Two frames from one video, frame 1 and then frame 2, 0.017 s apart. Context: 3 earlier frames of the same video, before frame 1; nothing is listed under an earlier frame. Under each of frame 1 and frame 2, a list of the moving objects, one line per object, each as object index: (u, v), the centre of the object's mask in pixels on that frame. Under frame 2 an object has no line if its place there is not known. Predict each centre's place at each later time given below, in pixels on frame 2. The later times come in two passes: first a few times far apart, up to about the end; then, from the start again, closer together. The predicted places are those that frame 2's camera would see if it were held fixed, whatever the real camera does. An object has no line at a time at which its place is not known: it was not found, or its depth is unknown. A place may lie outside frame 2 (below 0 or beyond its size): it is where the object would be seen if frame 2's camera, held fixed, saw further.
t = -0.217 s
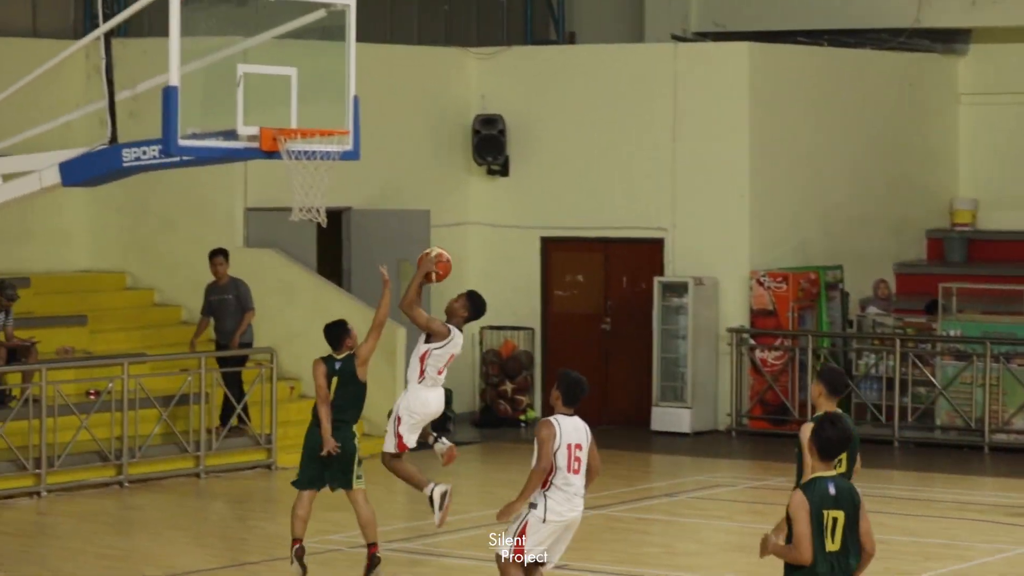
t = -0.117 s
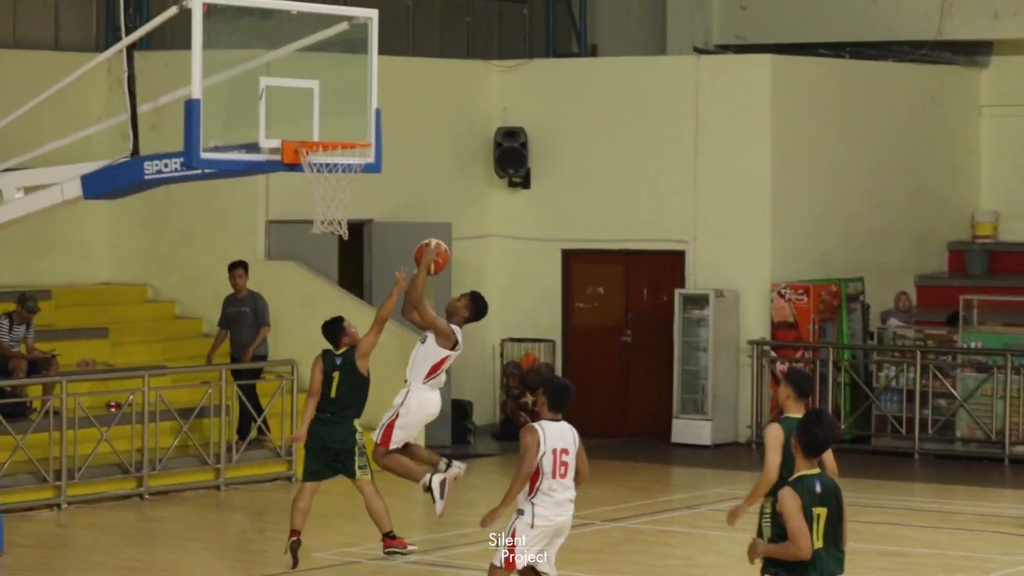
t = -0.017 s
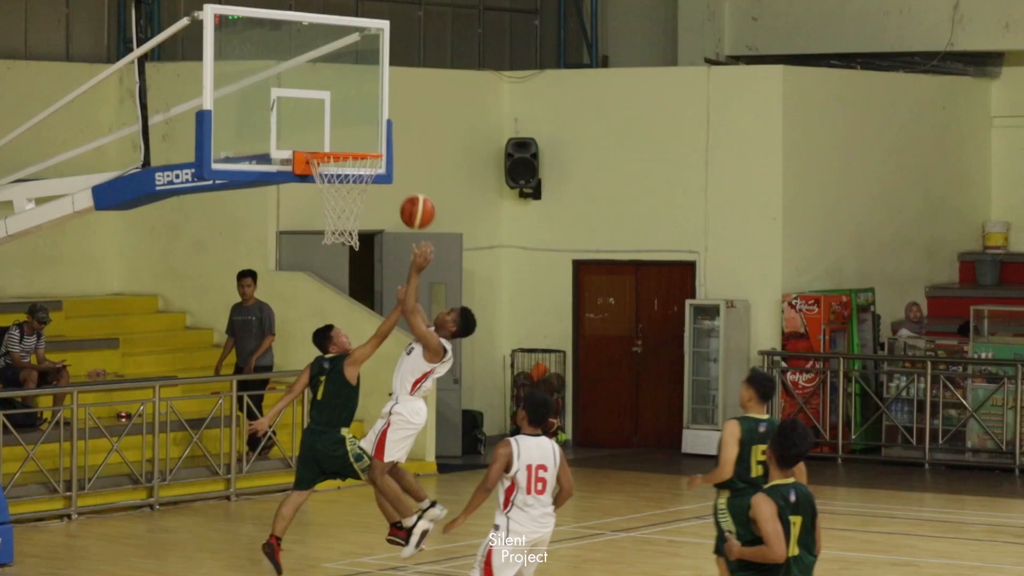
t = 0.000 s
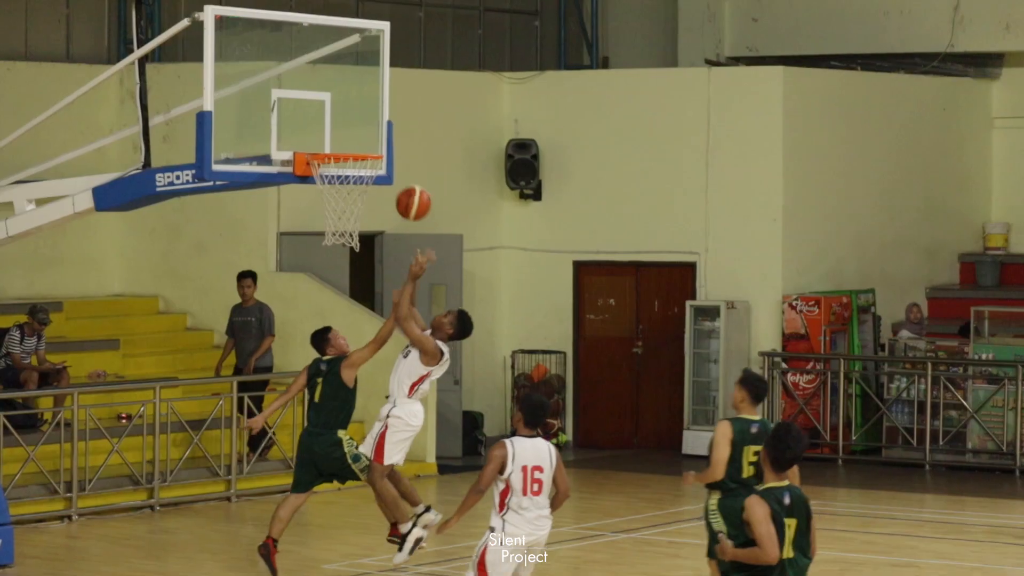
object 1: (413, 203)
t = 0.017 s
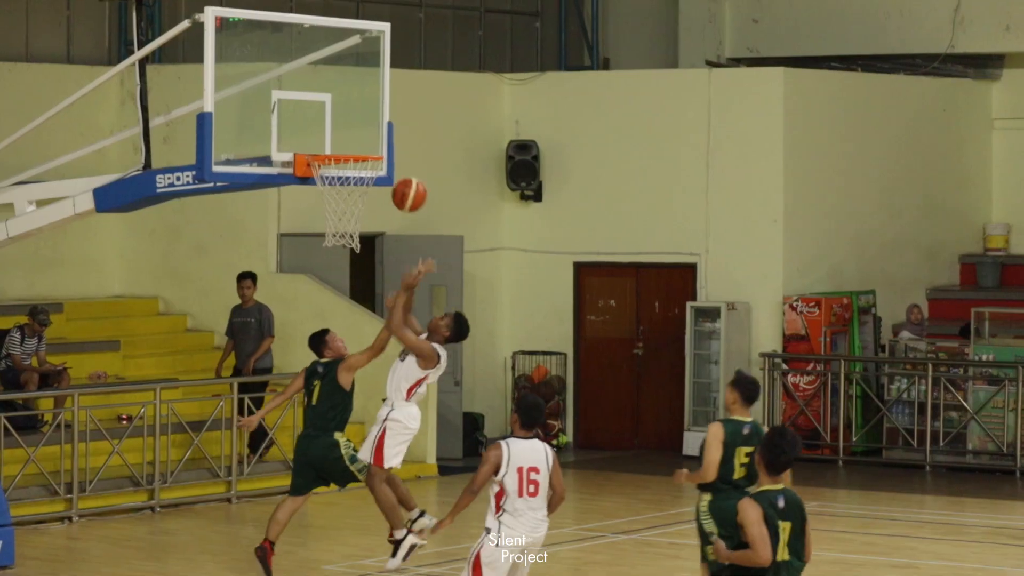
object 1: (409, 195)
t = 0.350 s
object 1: (343, 97)
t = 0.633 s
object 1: (347, 160)
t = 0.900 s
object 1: (356, 252)
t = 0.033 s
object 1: (404, 186)
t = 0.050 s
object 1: (400, 177)
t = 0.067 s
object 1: (396, 169)
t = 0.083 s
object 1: (393, 161)
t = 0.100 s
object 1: (387, 152)
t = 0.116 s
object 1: (382, 144)
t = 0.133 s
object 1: (377, 139)
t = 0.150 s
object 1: (372, 133)
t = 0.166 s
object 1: (367, 127)
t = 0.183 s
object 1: (363, 122)
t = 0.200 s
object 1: (358, 117)
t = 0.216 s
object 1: (354, 112)
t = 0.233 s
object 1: (349, 108)
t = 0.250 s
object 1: (344, 104)
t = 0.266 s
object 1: (342, 101)
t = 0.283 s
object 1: (342, 99)
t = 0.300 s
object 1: (342, 98)
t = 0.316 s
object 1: (342, 98)
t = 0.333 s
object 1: (342, 98)
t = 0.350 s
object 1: (343, 97)
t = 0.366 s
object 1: (343, 98)
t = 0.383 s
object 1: (343, 99)
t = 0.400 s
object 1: (343, 100)
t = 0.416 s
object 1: (344, 102)
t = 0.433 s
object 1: (344, 104)
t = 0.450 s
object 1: (344, 106)
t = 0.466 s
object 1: (344, 109)
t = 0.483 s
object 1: (344, 112)
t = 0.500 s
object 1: (345, 116)
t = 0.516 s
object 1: (345, 120)
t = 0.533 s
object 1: (345, 125)
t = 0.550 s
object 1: (345, 130)
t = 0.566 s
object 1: (346, 135)
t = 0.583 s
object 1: (346, 140)
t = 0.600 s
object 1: (347, 143)
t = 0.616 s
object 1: (346, 153)
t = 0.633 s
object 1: (347, 160)
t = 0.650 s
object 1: (348, 165)
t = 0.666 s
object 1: (350, 173)
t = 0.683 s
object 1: (350, 176)
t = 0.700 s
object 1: (352, 183)
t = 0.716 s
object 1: (353, 190)
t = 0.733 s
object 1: (354, 197)
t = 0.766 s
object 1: (356, 212)
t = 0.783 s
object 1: (357, 219)
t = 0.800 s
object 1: (357, 225)
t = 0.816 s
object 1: (358, 231)
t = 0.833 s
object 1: (358, 235)
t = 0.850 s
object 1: (358, 240)
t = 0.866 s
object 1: (358, 244)
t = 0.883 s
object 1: (357, 248)
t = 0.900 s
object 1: (356, 252)
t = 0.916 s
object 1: (356, 257)
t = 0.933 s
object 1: (355, 262)
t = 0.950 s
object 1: (355, 268)
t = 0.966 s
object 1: (354, 274)
